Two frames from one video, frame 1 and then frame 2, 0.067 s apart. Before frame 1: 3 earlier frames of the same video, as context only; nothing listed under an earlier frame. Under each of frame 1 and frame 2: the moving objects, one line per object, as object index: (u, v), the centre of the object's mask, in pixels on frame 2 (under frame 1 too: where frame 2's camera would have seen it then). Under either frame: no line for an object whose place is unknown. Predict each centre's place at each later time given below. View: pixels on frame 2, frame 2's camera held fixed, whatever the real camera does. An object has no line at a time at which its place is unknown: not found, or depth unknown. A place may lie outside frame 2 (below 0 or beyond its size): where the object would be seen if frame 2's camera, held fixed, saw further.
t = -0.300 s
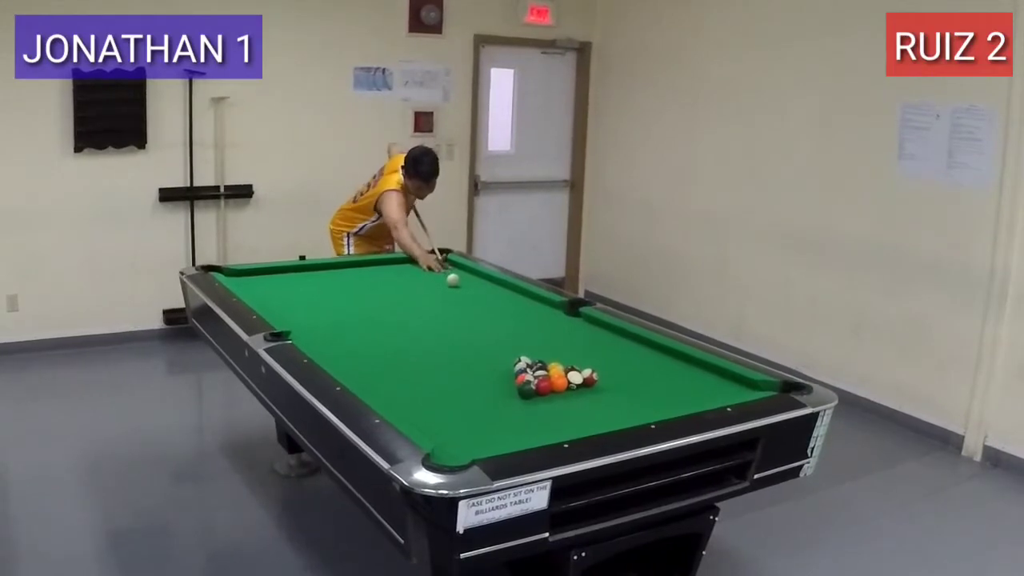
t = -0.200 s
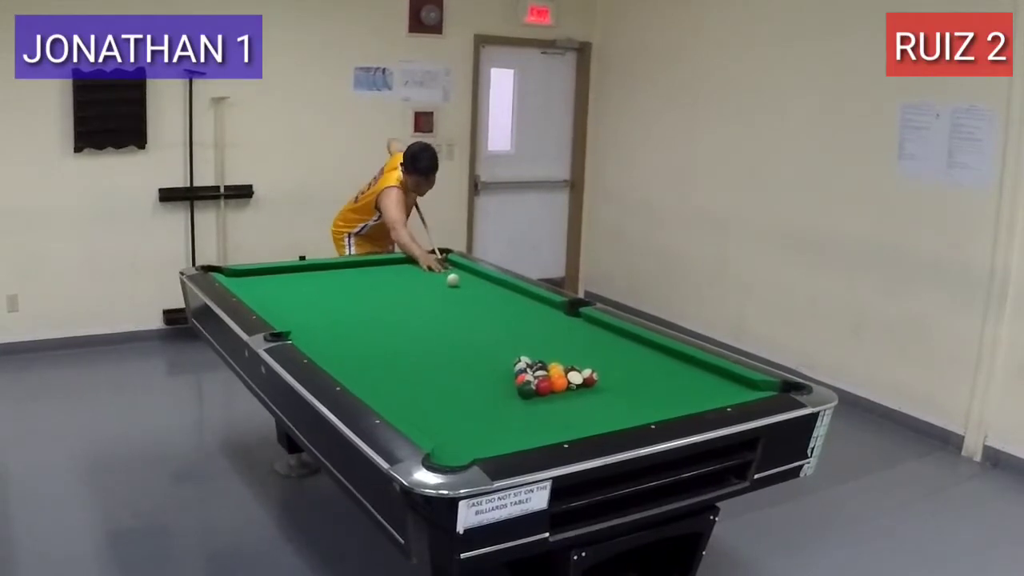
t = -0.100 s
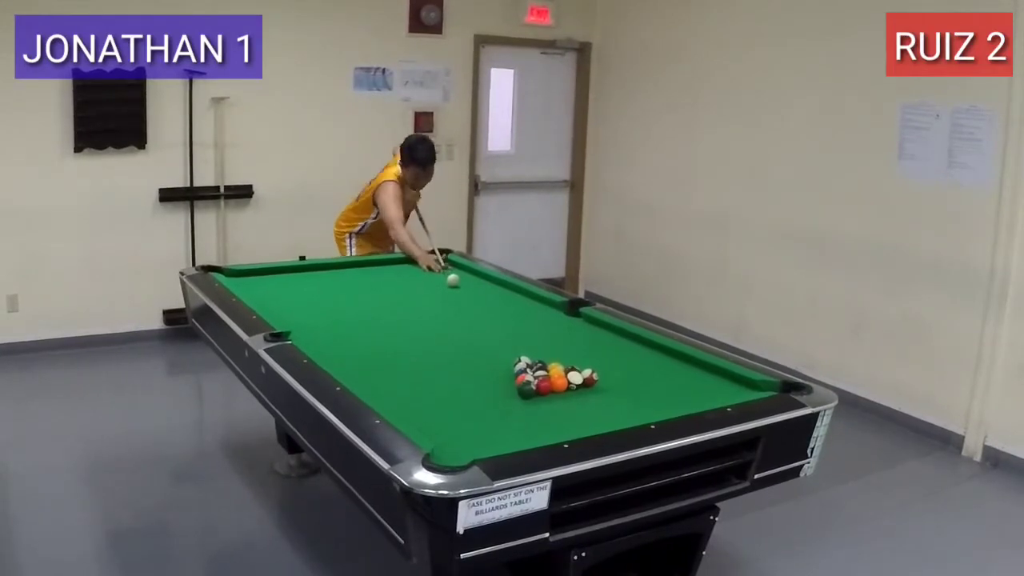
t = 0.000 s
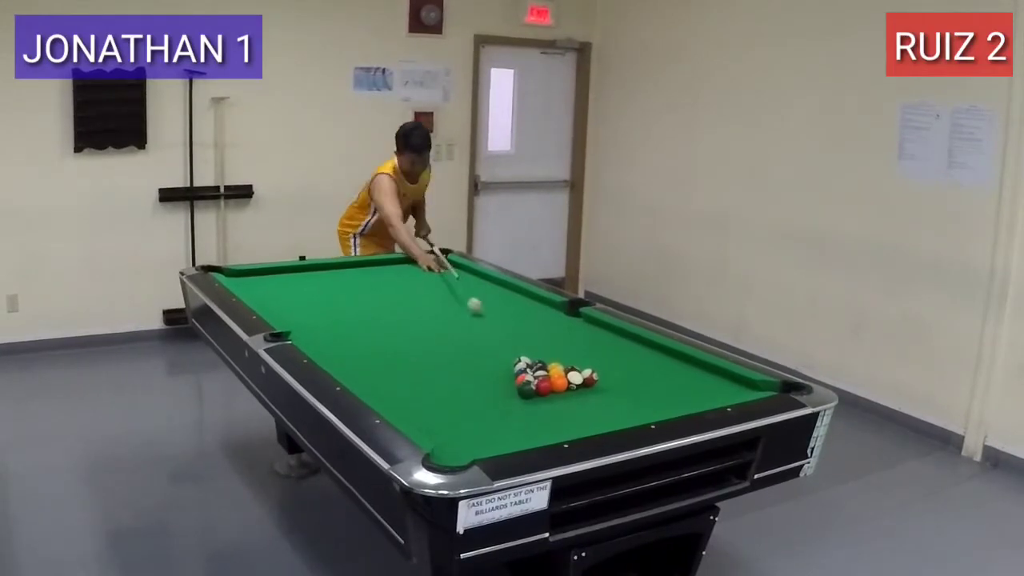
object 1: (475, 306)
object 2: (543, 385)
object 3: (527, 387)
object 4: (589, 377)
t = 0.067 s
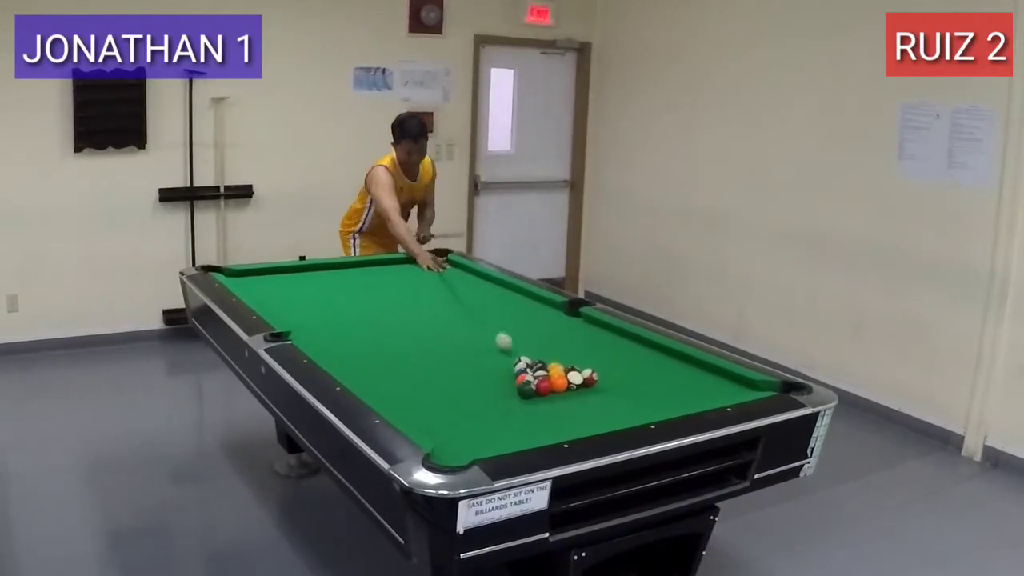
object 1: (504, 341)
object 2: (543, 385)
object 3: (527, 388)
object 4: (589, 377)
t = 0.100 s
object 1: (513, 356)
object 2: (545, 386)
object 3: (527, 390)
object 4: (594, 378)
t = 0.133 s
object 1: (504, 357)
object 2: (555, 393)
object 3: (527, 408)
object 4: (617, 382)
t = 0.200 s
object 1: (489, 357)
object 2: (575, 405)
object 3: (525, 436)
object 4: (662, 390)
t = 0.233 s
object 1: (481, 357)
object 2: (585, 410)
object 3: (503, 435)
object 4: (682, 394)
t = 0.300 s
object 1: (467, 358)
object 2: (602, 418)
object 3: (458, 423)
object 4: (718, 397)
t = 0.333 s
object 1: (460, 359)
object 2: (608, 420)
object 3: (439, 418)
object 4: (717, 395)
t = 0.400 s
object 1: (448, 362)
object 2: (595, 419)
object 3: (403, 407)
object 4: (716, 391)
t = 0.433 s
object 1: (442, 364)
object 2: (589, 417)
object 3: (389, 400)
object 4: (713, 387)
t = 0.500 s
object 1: (431, 368)
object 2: (577, 413)
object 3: (384, 391)
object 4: (712, 381)
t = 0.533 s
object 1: (427, 370)
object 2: (572, 411)
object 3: (382, 385)
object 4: (711, 378)
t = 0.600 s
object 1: (419, 376)
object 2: (561, 407)
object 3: (379, 374)
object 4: (709, 373)
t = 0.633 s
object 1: (415, 378)
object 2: (555, 405)
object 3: (377, 369)
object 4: (708, 370)
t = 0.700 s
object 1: (410, 381)
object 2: (544, 401)
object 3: (373, 359)
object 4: (702, 366)
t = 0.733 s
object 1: (408, 383)
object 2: (539, 399)
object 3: (372, 355)
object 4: (694, 365)
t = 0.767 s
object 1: (405, 385)
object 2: (534, 397)
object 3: (370, 351)
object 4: (689, 364)
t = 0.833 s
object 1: (410, 385)
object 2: (524, 394)
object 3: (368, 342)
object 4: (675, 361)
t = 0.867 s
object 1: (414, 385)
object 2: (519, 392)
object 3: (366, 338)
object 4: (671, 360)
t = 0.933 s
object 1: (420, 385)
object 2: (510, 389)
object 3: (364, 331)
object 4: (658, 358)
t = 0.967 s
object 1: (423, 385)
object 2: (505, 387)
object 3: (363, 327)
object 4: (652, 357)
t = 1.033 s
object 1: (428, 385)
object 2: (496, 384)
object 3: (360, 320)
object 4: (640, 354)
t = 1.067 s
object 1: (431, 385)
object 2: (492, 382)
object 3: (359, 317)
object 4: (636, 352)
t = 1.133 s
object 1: (436, 386)
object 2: (483, 379)
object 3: (357, 310)
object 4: (621, 350)
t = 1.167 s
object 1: (439, 386)
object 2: (479, 378)
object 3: (356, 307)
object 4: (618, 350)
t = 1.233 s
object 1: (444, 386)
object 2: (471, 375)
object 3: (355, 301)
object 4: (607, 347)
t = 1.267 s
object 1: (446, 386)
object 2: (467, 373)
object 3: (354, 298)
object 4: (602, 347)
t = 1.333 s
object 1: (450, 386)
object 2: (460, 370)
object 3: (352, 293)
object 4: (592, 343)
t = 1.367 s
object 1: (453, 386)
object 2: (456, 369)
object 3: (351, 291)
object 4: (587, 342)
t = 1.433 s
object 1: (457, 387)
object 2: (448, 366)
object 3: (350, 285)
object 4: (577, 339)
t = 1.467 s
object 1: (459, 387)
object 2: (445, 365)
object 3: (349, 283)
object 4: (572, 339)
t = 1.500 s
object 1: (461, 387)
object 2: (441, 364)
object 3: (348, 281)
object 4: (568, 338)
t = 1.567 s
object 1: (465, 387)
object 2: (434, 361)
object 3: (347, 276)
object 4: (558, 336)
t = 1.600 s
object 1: (467, 387)
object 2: (431, 360)
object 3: (346, 274)
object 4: (555, 335)
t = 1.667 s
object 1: (471, 387)
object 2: (424, 358)
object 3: (345, 269)
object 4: (545, 332)
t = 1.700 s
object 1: (472, 387)
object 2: (421, 356)
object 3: (345, 268)
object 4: (540, 331)
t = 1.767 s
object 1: (476, 387)
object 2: (415, 354)
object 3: (345, 266)
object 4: (532, 330)
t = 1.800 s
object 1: (477, 387)
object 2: (412, 353)
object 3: (352, 266)
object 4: (528, 328)
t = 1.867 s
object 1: (480, 387)
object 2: (407, 351)
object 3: (364, 266)
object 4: (520, 327)
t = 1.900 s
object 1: (482, 387)
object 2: (404, 350)
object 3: (370, 267)
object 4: (517, 326)
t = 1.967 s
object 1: (485, 387)
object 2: (398, 348)
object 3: (381, 268)
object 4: (509, 323)
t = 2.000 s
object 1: (486, 387)
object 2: (396, 347)
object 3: (386, 269)
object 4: (505, 323)
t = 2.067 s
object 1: (489, 387)
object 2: (391, 345)
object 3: (398, 270)
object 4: (497, 321)
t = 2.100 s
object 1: (490, 387)
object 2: (388, 344)
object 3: (403, 271)
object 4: (494, 320)
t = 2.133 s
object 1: (491, 387)
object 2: (386, 343)
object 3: (409, 272)
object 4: (490, 319)
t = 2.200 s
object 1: (493, 387)
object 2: (381, 341)
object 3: (420, 273)
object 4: (484, 318)
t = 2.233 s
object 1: (494, 387)
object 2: (378, 340)
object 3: (426, 274)
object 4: (480, 317)
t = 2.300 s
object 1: (496, 387)
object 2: (374, 338)
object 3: (438, 275)
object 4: (473, 315)
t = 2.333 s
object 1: (497, 387)
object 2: (372, 337)
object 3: (443, 275)
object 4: (470, 314)
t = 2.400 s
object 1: (499, 387)
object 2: (368, 335)
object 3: (454, 276)
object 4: (464, 313)
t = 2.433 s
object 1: (500, 387)
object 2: (365, 334)
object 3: (460, 277)
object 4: (460, 311)
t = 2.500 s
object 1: (501, 387)
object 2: (361, 333)
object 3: (470, 278)
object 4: (454, 310)
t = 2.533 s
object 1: (502, 387)
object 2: (359, 332)
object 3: (476, 278)
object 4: (451, 310)
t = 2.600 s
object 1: (503, 387)
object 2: (355, 330)
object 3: (487, 281)
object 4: (446, 308)
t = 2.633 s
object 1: (503, 387)
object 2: (354, 330)
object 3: (492, 281)
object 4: (443, 307)
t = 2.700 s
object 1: (504, 387)
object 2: (349, 328)
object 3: (492, 282)
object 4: (437, 306)
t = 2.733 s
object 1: (505, 387)
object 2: (348, 328)
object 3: (492, 283)
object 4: (435, 306)
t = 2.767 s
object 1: (505, 387)
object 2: (346, 327)
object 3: (491, 283)
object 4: (432, 305)
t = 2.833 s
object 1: (505, 387)
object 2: (343, 325)
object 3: (491, 285)
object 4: (427, 303)
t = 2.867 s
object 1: (506, 387)
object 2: (341, 325)
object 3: (491, 286)
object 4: (424, 303)
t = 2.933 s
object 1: (506, 387)
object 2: (338, 323)
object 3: (491, 286)
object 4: (419, 302)
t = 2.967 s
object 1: (506, 387)
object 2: (336, 323)
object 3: (492, 287)
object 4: (417, 301)
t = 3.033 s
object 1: (506, 387)
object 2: (333, 322)
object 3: (491, 288)
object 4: (412, 300)
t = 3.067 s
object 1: (506, 387)
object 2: (332, 321)
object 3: (492, 289)
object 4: (410, 299)
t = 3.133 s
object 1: (506, 387)
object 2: (329, 320)
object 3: (493, 290)
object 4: (406, 298)
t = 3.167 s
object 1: (506, 387)
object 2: (328, 319)
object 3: (494, 291)
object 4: (403, 298)
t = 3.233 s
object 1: (506, 387)
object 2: (325, 318)
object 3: (494, 292)
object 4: (399, 297)
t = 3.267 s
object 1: (506, 387)
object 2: (324, 318)
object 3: (494, 292)
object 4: (397, 296)
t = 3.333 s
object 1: (506, 387)
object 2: (321, 317)
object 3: (493, 292)
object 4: (393, 295)
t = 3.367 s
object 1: (506, 387)
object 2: (320, 316)
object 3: (493, 292)
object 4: (391, 294)
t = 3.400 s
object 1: (506, 387)
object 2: (319, 316)
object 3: (493, 293)
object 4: (388, 294)
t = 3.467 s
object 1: (506, 387)
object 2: (317, 315)
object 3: (492, 293)
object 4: (386, 294)
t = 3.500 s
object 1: (506, 387)
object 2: (316, 315)
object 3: (492, 293)
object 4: (384, 293)
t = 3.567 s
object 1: (506, 387)
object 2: (314, 314)
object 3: (492, 293)
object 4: (380, 292)
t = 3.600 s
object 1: (506, 387)
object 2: (313, 313)
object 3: (492, 293)
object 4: (379, 291)
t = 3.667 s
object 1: (506, 387)
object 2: (311, 313)
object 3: (492, 294)
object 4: (375, 290)
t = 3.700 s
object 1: (506, 387)
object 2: (310, 312)
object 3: (492, 293)
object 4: (374, 290)
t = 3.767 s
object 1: (506, 387)
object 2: (308, 311)
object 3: (492, 294)
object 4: (371, 290)
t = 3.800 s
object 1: (506, 387)
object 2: (307, 311)
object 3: (492, 294)
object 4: (370, 289)
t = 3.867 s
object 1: (506, 387)
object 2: (305, 310)
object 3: (491, 295)
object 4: (367, 288)
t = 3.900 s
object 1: (506, 387)
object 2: (305, 310)
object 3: (491, 294)
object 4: (365, 287)
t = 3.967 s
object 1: (506, 387)
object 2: (303, 309)
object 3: (492, 294)
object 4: (363, 287)
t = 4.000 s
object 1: (506, 387)
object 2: (302, 309)
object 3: (491, 295)
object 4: (361, 286)
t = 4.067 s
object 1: (506, 387)
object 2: (300, 308)
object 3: (491, 294)
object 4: (358, 286)
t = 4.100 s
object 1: (506, 387)
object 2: (300, 308)
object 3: (491, 294)
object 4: (358, 286)
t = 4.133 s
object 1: (506, 387)
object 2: (299, 308)
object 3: (491, 294)
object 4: (357, 286)
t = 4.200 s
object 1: (506, 387)
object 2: (297, 307)
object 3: (491, 295)
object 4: (355, 285)
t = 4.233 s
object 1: (506, 387)
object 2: (297, 307)
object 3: (491, 294)
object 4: (353, 284)
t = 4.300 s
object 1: (506, 387)
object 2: (295, 307)
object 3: (491, 295)
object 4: (351, 283)
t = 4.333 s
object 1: (506, 387)
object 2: (295, 307)
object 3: (491, 295)
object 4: (350, 283)
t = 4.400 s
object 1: (506, 387)
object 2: (294, 306)
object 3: (491, 295)
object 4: (348, 282)
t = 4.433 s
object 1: (506, 387)
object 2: (293, 306)
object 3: (491, 295)
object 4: (347, 282)
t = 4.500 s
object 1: (506, 387)
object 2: (293, 306)
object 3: (491, 295)
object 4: (345, 282)
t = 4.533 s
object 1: (506, 387)
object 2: (293, 305)
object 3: (491, 295)
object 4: (344, 282)
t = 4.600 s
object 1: (506, 387)
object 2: (292, 305)
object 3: (491, 295)
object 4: (343, 282)
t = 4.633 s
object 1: (506, 387)
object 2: (291, 304)
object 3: (491, 295)
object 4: (342, 282)
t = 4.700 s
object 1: (506, 387)
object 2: (291, 304)
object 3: (491, 295)
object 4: (341, 281)
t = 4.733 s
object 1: (506, 387)
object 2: (291, 304)
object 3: (491, 295)
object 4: (340, 280)
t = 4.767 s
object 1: (506, 387)
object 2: (291, 304)
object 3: (491, 295)
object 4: (339, 280)
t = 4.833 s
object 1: (506, 387)
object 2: (290, 304)
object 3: (491, 295)
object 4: (338, 280)
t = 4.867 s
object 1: (506, 387)
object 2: (290, 304)
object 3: (491, 295)
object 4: (338, 280)
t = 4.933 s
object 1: (506, 387)
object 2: (290, 304)
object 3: (491, 295)
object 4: (337, 279)
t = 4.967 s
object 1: (506, 387)
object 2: (290, 304)
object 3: (491, 295)
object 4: (336, 279)
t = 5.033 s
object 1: (506, 387)
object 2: (290, 303)
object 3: (491, 295)
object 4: (335, 279)
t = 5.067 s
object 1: (506, 387)
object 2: (290, 303)
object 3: (491, 295)
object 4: (334, 279)
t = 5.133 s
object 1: (506, 387)
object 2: (290, 304)
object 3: (491, 295)
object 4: (333, 279)
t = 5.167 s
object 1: (506, 387)
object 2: (290, 304)
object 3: (491, 294)
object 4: (333, 279)
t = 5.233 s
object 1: (506, 387)
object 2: (290, 304)
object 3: (491, 295)
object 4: (332, 278)
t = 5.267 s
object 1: (506, 387)
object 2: (290, 304)
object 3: (491, 294)
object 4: (332, 279)
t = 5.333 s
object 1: (506, 387)
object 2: (290, 304)
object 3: (491, 294)
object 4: (332, 278)
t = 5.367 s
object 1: (506, 387)
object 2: (290, 304)
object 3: (491, 295)
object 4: (332, 278)
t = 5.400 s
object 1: (506, 387)
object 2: (290, 304)
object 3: (491, 294)
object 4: (332, 278)
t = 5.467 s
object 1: (506, 387)
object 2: (290, 304)
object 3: (491, 294)
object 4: (332, 278)
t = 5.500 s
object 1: (506, 387)
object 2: (290, 304)
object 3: (491, 294)
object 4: (332, 278)
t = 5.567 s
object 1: (506, 387)
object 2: (290, 304)
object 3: (491, 294)
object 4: (332, 278)
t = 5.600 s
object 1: (506, 387)
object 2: (290, 304)
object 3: (491, 294)
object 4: (332, 279)
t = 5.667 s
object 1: (506, 387)
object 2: (290, 304)
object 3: (491, 295)
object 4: (332, 279)
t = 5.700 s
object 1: (506, 387)
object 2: (290, 304)
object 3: (491, 295)
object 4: (332, 279)
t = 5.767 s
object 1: (506, 387)
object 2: (290, 304)
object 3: (491, 295)
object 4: (332, 279)
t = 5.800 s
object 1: (506, 387)
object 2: (290, 304)
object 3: (491, 295)
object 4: (332, 279)
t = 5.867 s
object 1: (506, 387)
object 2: (290, 304)
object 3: (491, 295)
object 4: (333, 279)
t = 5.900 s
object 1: (506, 387)
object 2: (290, 304)
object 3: (491, 295)
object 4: (333, 279)
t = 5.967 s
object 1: (506, 387)
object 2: (290, 304)
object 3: (491, 295)
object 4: (333, 278)
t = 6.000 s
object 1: (506, 387)
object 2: (290, 304)
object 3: (491, 295)
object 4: (333, 279)
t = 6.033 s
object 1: (506, 387)
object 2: (290, 304)
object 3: (491, 295)
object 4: (333, 279)
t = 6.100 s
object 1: (506, 387)
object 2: (290, 304)
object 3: (491, 295)
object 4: (332, 278)
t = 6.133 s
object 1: (506, 387)
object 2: (290, 304)
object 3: (491, 295)
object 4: (333, 279)
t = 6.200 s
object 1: (506, 387)
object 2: (290, 304)
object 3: (491, 295)
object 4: (333, 278)
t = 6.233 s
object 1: (506, 387)
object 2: (290, 304)
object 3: (491, 295)
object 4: (333, 279)
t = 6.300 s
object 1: (506, 387)
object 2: (290, 304)
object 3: (491, 295)
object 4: (333, 278)
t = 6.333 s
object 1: (506, 387)
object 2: (290, 304)
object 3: (491, 295)
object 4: (333, 278)
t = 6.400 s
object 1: (506, 387)
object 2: (290, 304)
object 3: (491, 294)
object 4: (333, 278)
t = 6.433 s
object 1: (506, 387)
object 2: (290, 304)
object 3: (491, 295)
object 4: (332, 279)
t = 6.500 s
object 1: (506, 387)
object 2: (290, 304)
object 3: (491, 295)
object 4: (332, 278)
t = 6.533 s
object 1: (506, 387)
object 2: (290, 304)
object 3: (491, 295)
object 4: (332, 278)
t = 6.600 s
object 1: (506, 387)
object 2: (290, 304)
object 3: (491, 295)
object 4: (332, 278)
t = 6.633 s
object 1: (506, 387)
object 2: (290, 304)
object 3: (491, 295)
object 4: (332, 278)
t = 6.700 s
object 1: (506, 387)
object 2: (290, 304)
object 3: (491, 295)
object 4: (332, 278)
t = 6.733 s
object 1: (506, 387)
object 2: (290, 304)
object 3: (491, 295)
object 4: (332, 278)
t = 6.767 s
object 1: (506, 387)
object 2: (290, 304)
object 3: (491, 295)
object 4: (332, 278)
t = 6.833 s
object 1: (506, 387)
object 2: (290, 304)
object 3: (491, 295)
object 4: (332, 279)
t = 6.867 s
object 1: (506, 387)
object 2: (290, 304)
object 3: (491, 295)
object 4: (332, 279)
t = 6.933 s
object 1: (506, 387)
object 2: (290, 304)
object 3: (491, 294)
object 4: (333, 278)
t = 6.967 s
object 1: (506, 387)
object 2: (290, 304)
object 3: (491, 294)
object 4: (332, 279)
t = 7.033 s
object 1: (506, 387)
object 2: (290, 304)
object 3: (491, 294)
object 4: (332, 278)
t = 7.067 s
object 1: (506, 387)
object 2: (290, 304)
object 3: (491, 294)
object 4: (332, 278)
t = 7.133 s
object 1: (506, 387)
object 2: (290, 304)
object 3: (491, 295)
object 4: (332, 279)
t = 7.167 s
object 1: (506, 387)
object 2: (290, 304)
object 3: (491, 295)
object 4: (332, 278)
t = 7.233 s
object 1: (506, 387)
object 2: (290, 304)
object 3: (491, 295)
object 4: (332, 279)
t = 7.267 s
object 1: (506, 387)
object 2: (290, 304)
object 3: (491, 295)
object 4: (332, 278)
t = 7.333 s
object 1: (506, 387)
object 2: (290, 304)
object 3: (491, 294)
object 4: (332, 279)
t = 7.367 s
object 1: (506, 387)
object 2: (290, 304)
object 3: (491, 294)
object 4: (332, 279)
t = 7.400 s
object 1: (506, 387)
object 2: (290, 304)
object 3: (491, 294)
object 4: (332, 278)
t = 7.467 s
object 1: (506, 387)
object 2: (290, 304)
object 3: (491, 295)
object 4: (332, 279)
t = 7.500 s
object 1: (506, 387)
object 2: (290, 304)
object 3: (491, 295)
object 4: (332, 279)
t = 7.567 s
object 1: (506, 387)
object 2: (290, 304)
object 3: (491, 295)
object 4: (332, 278)
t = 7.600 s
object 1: (506, 387)
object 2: (290, 304)
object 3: (491, 295)
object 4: (332, 279)
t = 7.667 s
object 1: (506, 387)
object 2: (290, 304)
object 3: (491, 295)
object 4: (332, 278)
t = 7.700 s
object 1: (506, 387)
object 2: (290, 304)
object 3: (491, 295)
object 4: (332, 279)
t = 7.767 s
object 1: (506, 387)
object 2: (290, 304)
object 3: (491, 294)
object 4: (332, 278)
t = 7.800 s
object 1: (506, 387)
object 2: (290, 304)
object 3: (491, 295)
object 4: (332, 278)
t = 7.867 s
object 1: (506, 387)
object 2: (290, 304)
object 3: (491, 294)
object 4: (332, 278)
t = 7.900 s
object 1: (506, 387)
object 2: (290, 304)
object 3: (491, 295)
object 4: (333, 279)
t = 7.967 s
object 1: (506, 387)
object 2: (290, 304)
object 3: (491, 295)
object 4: (333, 278)
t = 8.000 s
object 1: (506, 387)
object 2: (290, 304)
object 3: (491, 295)
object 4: (333, 279)
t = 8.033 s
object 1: (506, 387)
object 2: (290, 304)
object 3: (491, 294)
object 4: (333, 278)
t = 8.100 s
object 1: (506, 387)
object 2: (290, 304)
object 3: (491, 295)
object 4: (333, 278)
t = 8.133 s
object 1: (506, 387)
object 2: (290, 304)
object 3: (491, 294)
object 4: (333, 278)
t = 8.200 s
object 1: (506, 387)
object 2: (290, 304)
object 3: (491, 294)
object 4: (333, 278)
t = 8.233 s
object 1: (506, 387)
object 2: (290, 304)
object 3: (491, 294)
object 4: (333, 278)
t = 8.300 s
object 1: (506, 387)
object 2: (290, 304)
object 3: (491, 294)
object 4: (333, 279)
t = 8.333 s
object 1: (506, 387)
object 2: (290, 304)
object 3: (491, 295)
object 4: (333, 279)
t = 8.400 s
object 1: (506, 387)
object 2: (290, 304)
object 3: (491, 295)
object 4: (333, 279)
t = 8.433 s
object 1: (506, 387)
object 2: (290, 304)
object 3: (491, 294)
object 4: (333, 279)
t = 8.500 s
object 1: (506, 387)
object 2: (290, 304)
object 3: (491, 295)
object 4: (333, 279)
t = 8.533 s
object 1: (506, 387)
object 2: (290, 304)
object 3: (491, 295)
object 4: (332, 278)
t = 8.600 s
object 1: (506, 387)
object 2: (290, 304)
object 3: (491, 295)
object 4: (332, 278)
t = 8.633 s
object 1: (506, 387)
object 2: (290, 304)
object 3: (491, 295)
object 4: (332, 278)
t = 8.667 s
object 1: (506, 387)
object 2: (290, 304)
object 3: (491, 295)
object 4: (333, 279)
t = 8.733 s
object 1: (506, 387)
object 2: (290, 304)
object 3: (491, 294)
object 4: (333, 278)
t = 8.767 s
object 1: (506, 387)
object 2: (290, 304)
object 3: (491, 295)
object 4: (332, 279)
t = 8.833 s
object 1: (506, 387)
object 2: (290, 304)
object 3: (491, 294)
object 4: (332, 279)
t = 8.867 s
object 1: (506, 387)
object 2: (290, 304)
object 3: (491, 295)
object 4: (332, 279)
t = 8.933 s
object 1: (506, 387)
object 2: (290, 304)
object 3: (491, 295)
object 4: (333, 279)
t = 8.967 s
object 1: (506, 387)
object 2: (290, 304)
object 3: (491, 295)
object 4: (333, 279)
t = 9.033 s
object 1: (506, 387)
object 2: (290, 304)
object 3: (491, 295)
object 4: (333, 278)
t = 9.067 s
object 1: (506, 387)
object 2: (290, 304)
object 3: (491, 295)
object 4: (333, 278)
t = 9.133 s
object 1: (506, 387)
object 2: (290, 304)
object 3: (491, 294)
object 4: (333, 278)
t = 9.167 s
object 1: (506, 387)
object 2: (290, 304)
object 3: (491, 295)
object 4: (333, 278)
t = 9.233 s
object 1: (506, 387)
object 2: (290, 304)
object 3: (491, 295)
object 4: (332, 278)
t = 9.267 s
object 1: (506, 387)
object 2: (290, 304)
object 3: (491, 295)
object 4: (332, 278)
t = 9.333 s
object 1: (506, 387)
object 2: (290, 304)
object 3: (491, 294)
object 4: (332, 278)
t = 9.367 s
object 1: (506, 387)
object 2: (290, 304)
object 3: (491, 294)
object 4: (332, 278)
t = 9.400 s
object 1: (506, 387)
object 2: (290, 304)
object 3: (491, 294)
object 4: (332, 278)
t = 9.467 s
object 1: (506, 387)
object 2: (290, 304)
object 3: (491, 294)
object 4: (332, 278)
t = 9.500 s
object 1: (506, 387)
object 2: (290, 304)
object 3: (491, 294)
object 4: (332, 278)
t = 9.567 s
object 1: (506, 387)
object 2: (290, 304)
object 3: (491, 294)
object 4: (333, 278)
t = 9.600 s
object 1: (506, 387)
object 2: (290, 304)
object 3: (491, 295)
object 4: (333, 278)
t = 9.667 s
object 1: (506, 387)
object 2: (290, 304)
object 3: (491, 294)
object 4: (332, 278)
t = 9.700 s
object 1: (506, 387)
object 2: (290, 304)
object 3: (491, 295)
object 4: (332, 278)
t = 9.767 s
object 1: (506, 387)
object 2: (290, 304)
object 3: (491, 295)
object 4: (332, 279)
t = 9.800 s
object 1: (506, 387)
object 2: (290, 304)
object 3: (491, 295)
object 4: (332, 278)
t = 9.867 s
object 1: (506, 387)
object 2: (290, 304)
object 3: (491, 294)
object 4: (332, 278)
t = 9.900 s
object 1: (506, 387)
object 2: (290, 304)
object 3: (491, 294)
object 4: (332, 278)
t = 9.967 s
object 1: (506, 387)
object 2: (290, 304)
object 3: (491, 294)
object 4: (332, 278)
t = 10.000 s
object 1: (506, 387)
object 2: (290, 304)
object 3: (491, 294)
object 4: (332, 278)
